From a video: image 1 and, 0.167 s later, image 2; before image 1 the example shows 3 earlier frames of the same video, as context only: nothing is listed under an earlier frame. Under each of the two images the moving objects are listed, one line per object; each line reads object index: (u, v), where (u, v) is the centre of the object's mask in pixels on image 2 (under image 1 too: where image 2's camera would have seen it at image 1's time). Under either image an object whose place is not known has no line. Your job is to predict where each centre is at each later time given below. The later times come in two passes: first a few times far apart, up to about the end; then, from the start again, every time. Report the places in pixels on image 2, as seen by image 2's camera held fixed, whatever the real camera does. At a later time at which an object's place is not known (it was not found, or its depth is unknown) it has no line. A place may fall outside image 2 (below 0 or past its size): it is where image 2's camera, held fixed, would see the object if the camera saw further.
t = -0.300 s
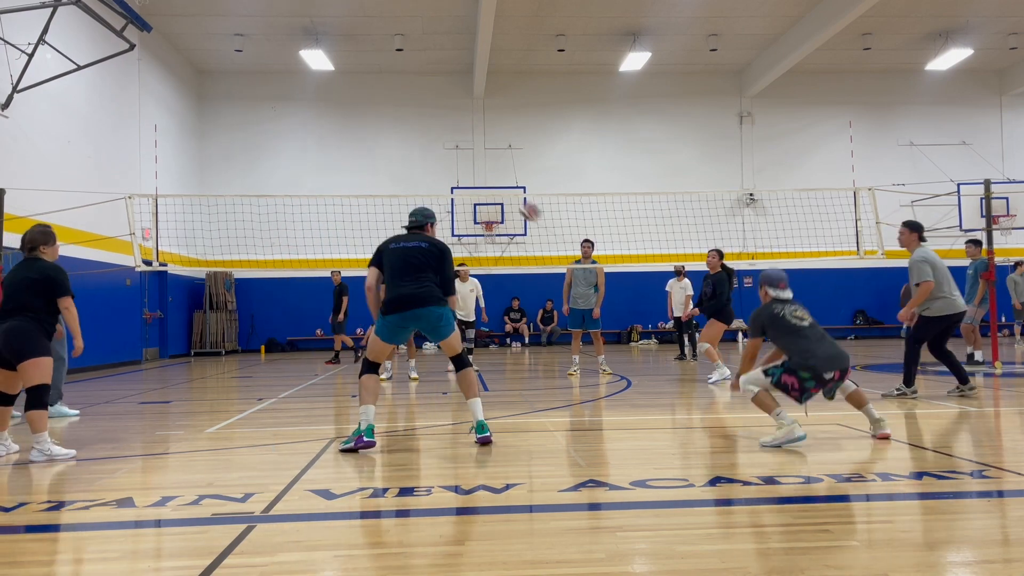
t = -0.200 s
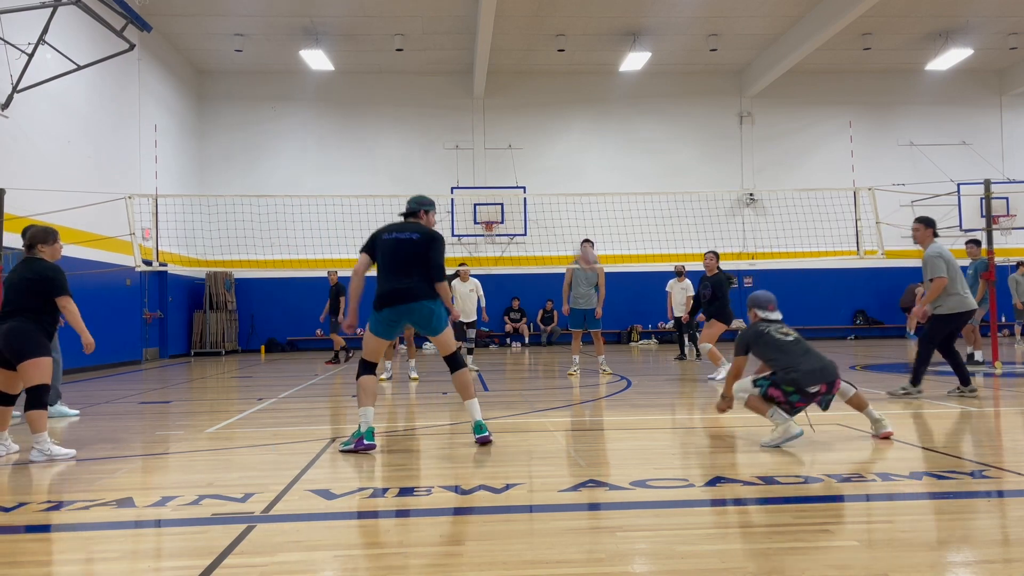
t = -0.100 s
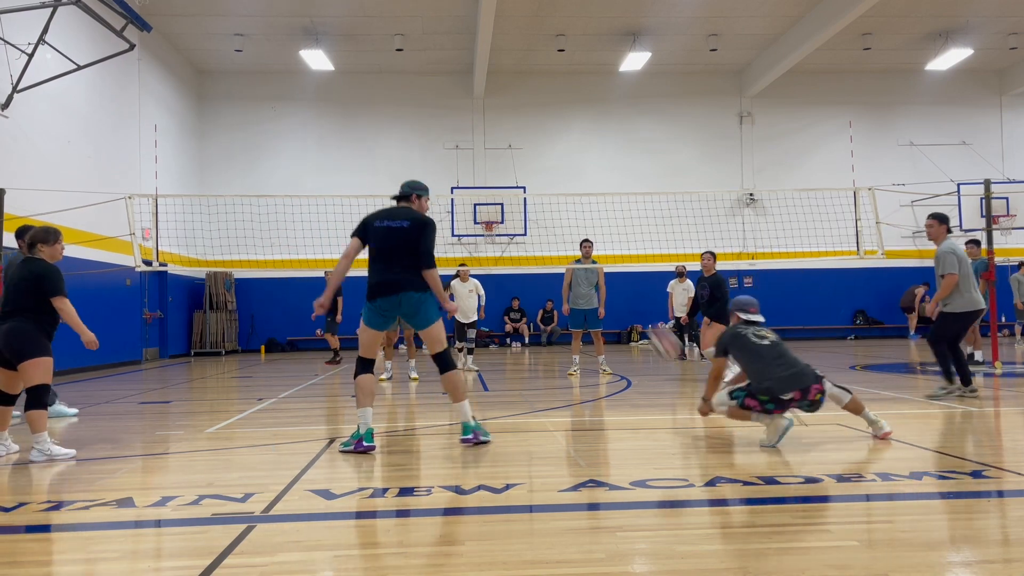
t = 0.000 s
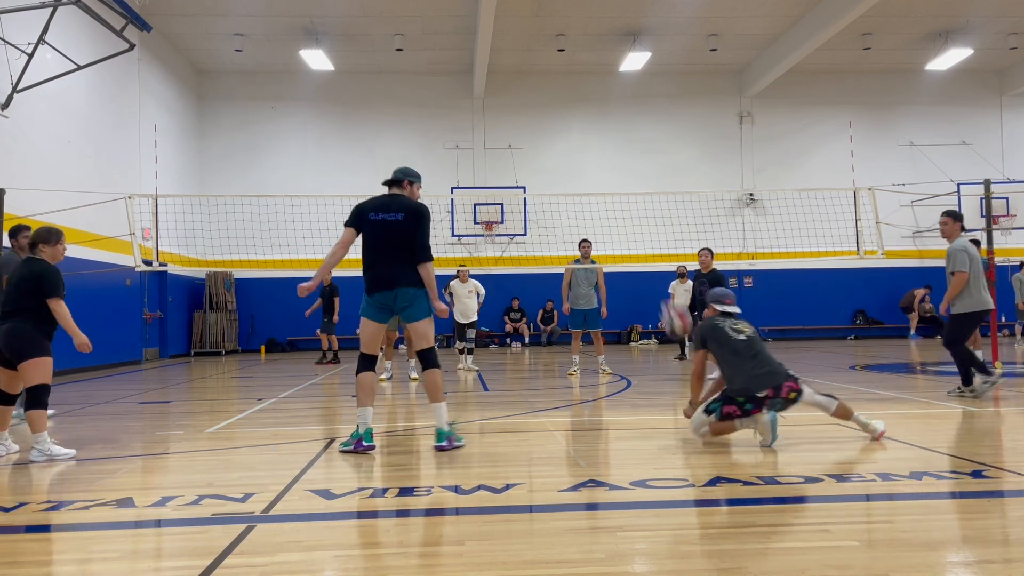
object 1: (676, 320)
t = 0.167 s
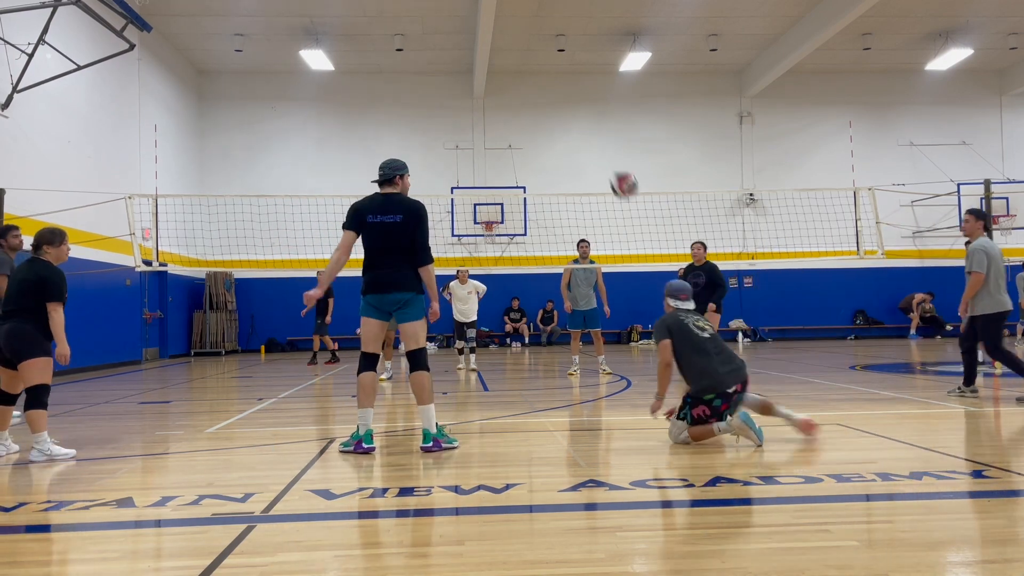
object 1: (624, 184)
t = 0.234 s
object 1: (606, 147)
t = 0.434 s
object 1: (561, 75)
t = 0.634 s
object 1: (526, 55)
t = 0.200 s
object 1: (615, 164)
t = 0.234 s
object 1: (606, 147)
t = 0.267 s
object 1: (598, 130)
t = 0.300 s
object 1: (590, 115)
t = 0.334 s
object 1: (582, 104)
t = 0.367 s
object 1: (575, 92)
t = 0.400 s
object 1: (567, 83)
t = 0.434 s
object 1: (561, 75)
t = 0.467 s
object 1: (555, 68)
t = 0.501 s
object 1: (548, 63)
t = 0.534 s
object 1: (542, 59)
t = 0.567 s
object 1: (537, 57)
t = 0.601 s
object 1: (531, 55)
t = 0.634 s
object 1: (526, 55)
